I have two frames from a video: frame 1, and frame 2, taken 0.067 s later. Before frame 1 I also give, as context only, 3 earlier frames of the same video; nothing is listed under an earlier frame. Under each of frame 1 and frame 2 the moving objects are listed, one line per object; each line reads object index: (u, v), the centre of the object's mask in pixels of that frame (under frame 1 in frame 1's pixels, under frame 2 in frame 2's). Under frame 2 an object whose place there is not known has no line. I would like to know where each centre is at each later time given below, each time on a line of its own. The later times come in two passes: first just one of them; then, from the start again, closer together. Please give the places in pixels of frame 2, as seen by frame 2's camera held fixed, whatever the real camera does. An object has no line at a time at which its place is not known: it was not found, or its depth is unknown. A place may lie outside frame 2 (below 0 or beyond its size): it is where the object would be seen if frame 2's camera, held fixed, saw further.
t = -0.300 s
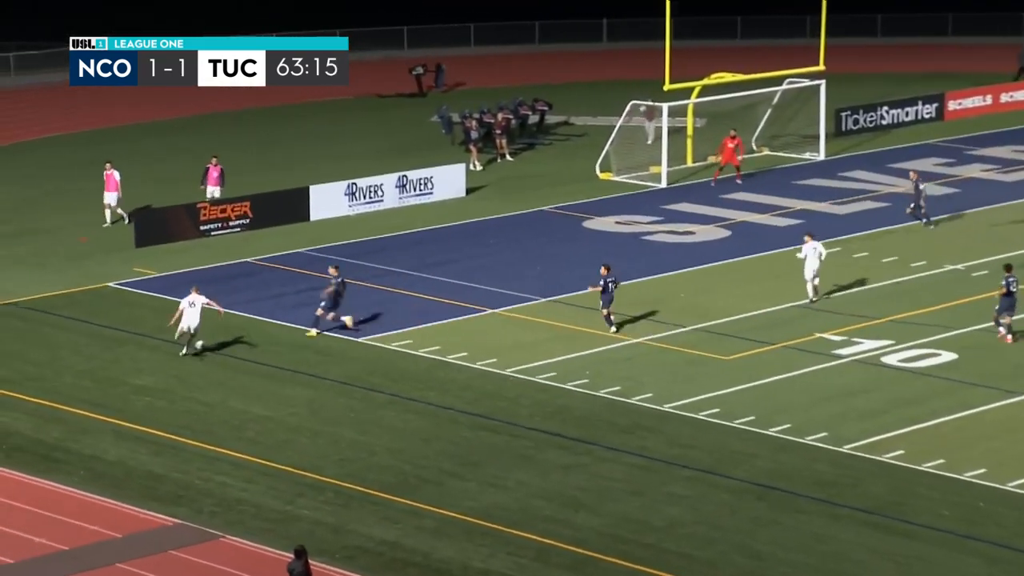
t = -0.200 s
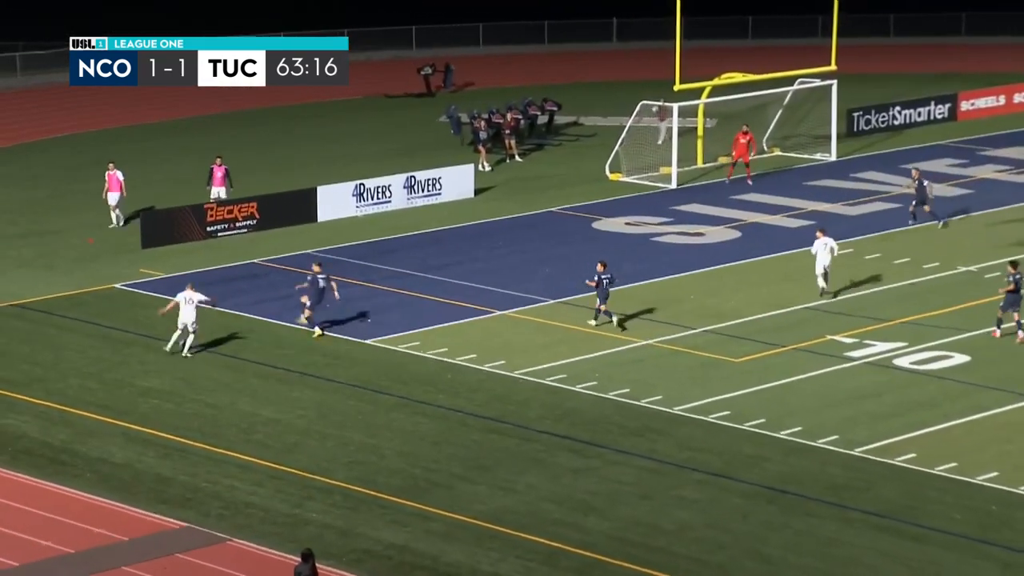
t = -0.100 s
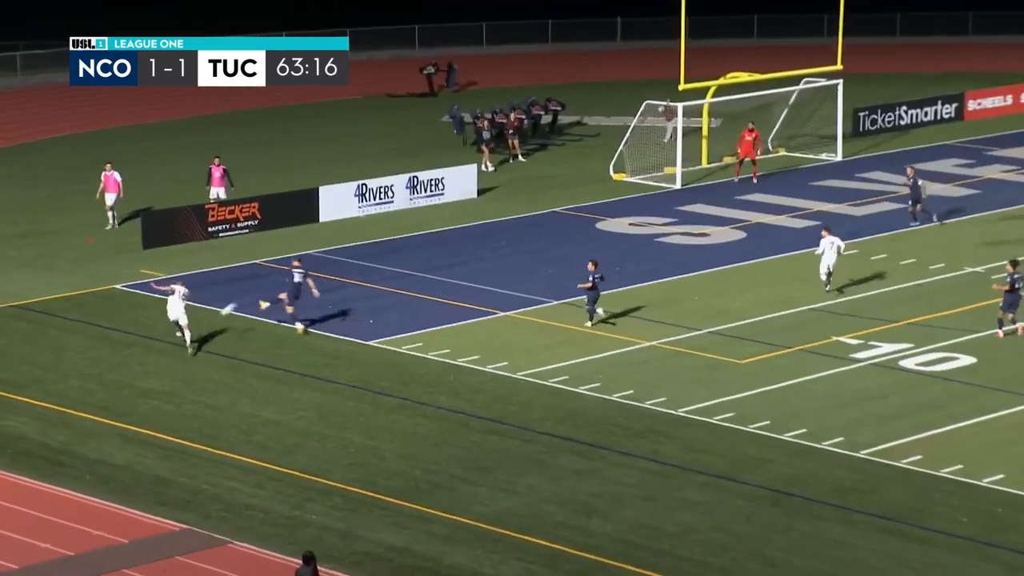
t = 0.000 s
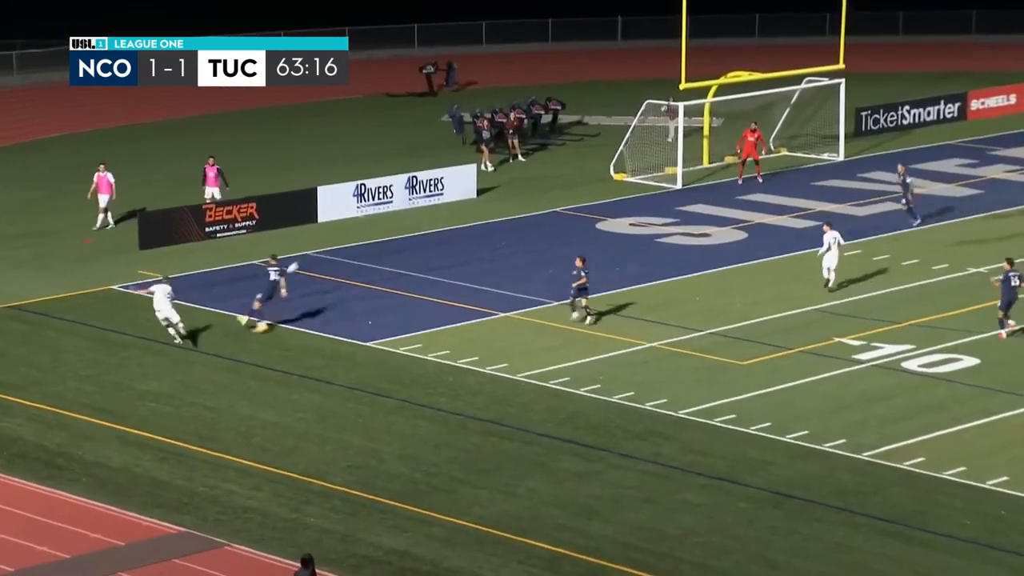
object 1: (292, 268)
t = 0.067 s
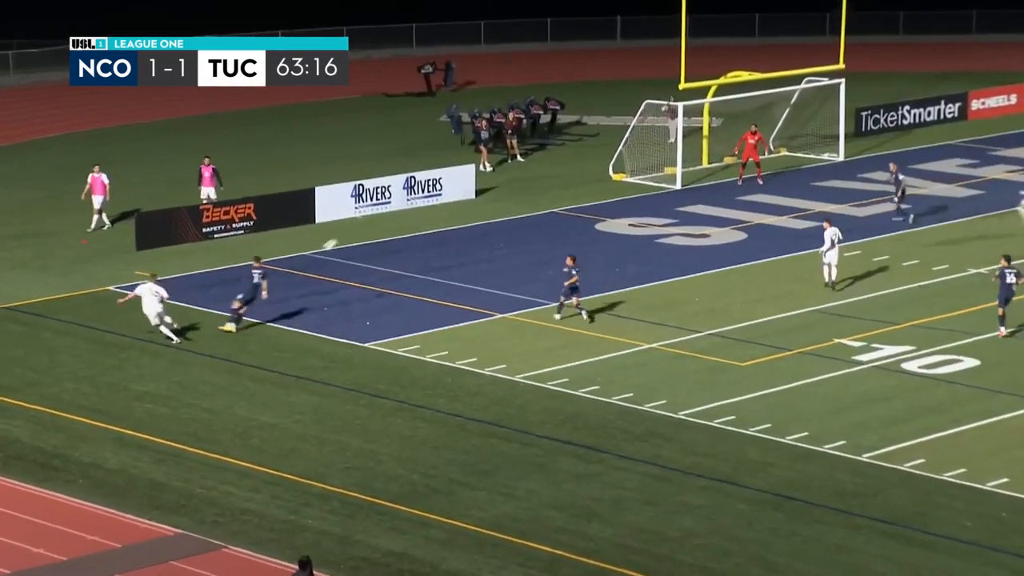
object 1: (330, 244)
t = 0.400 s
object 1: (516, 160)
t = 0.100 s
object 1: (350, 233)
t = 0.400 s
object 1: (516, 160)
